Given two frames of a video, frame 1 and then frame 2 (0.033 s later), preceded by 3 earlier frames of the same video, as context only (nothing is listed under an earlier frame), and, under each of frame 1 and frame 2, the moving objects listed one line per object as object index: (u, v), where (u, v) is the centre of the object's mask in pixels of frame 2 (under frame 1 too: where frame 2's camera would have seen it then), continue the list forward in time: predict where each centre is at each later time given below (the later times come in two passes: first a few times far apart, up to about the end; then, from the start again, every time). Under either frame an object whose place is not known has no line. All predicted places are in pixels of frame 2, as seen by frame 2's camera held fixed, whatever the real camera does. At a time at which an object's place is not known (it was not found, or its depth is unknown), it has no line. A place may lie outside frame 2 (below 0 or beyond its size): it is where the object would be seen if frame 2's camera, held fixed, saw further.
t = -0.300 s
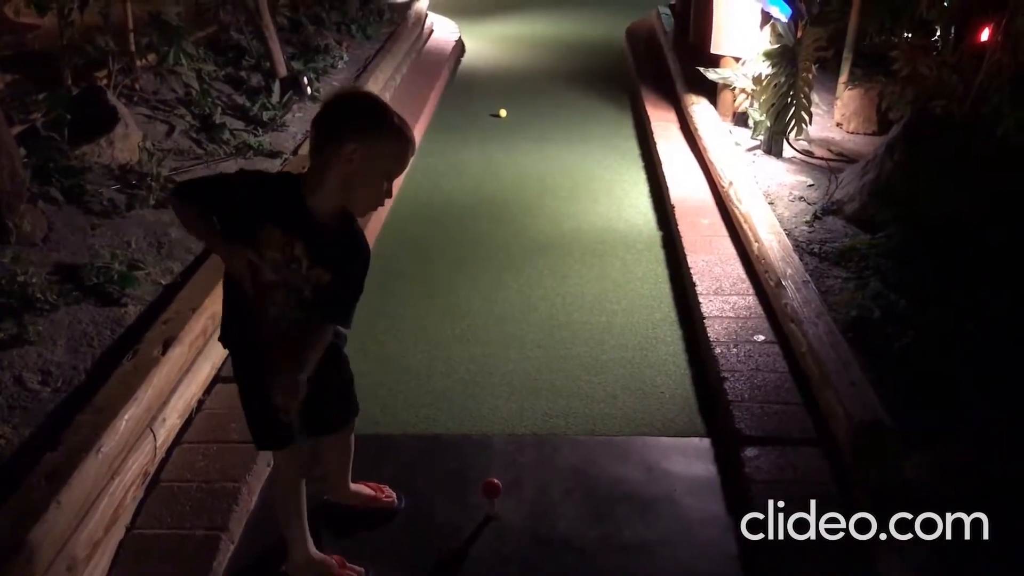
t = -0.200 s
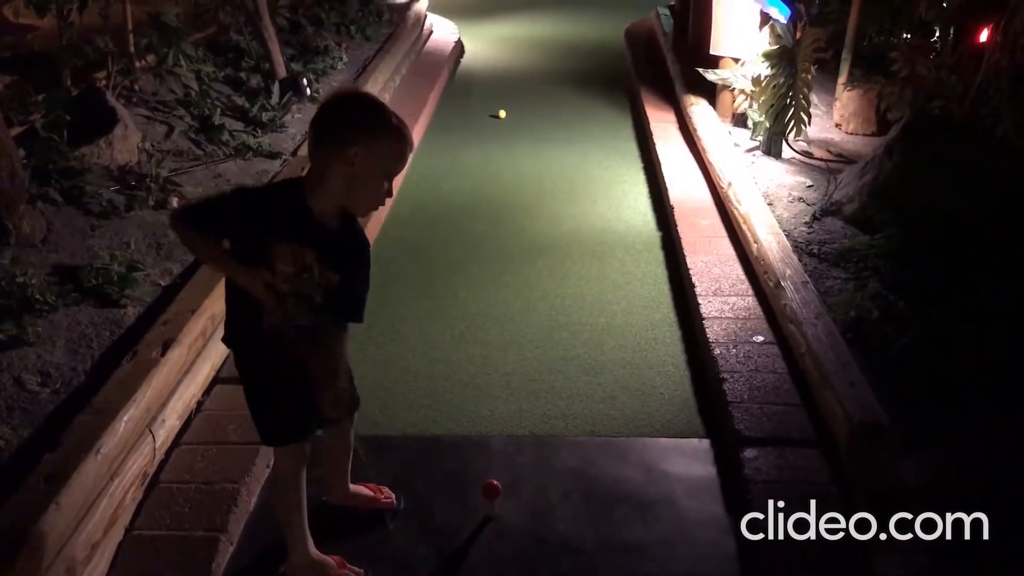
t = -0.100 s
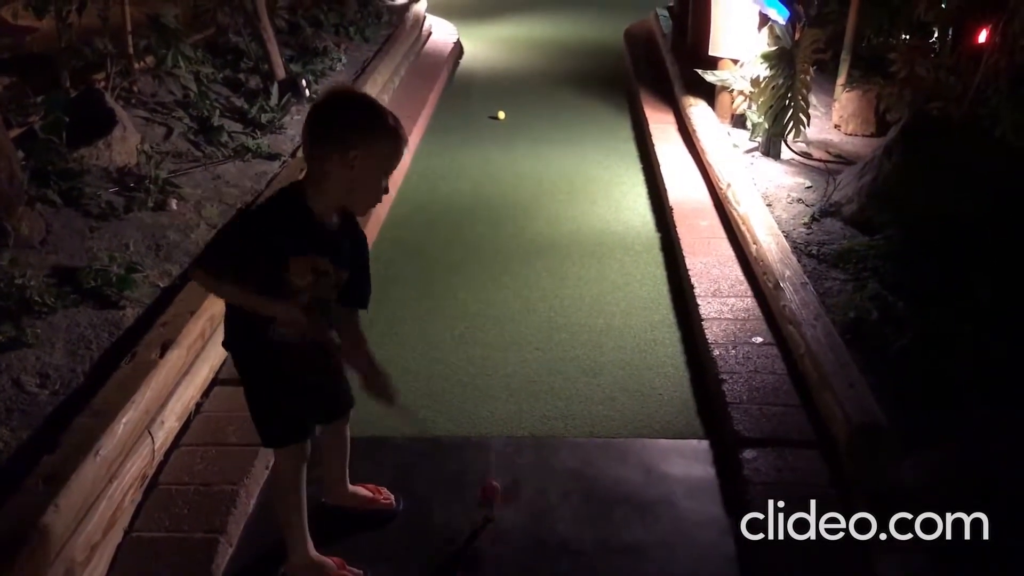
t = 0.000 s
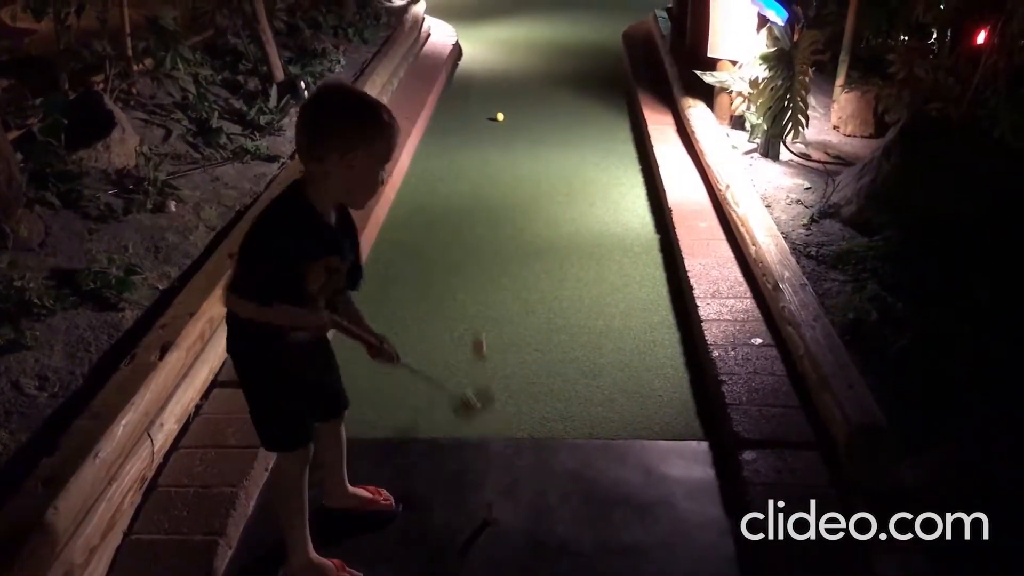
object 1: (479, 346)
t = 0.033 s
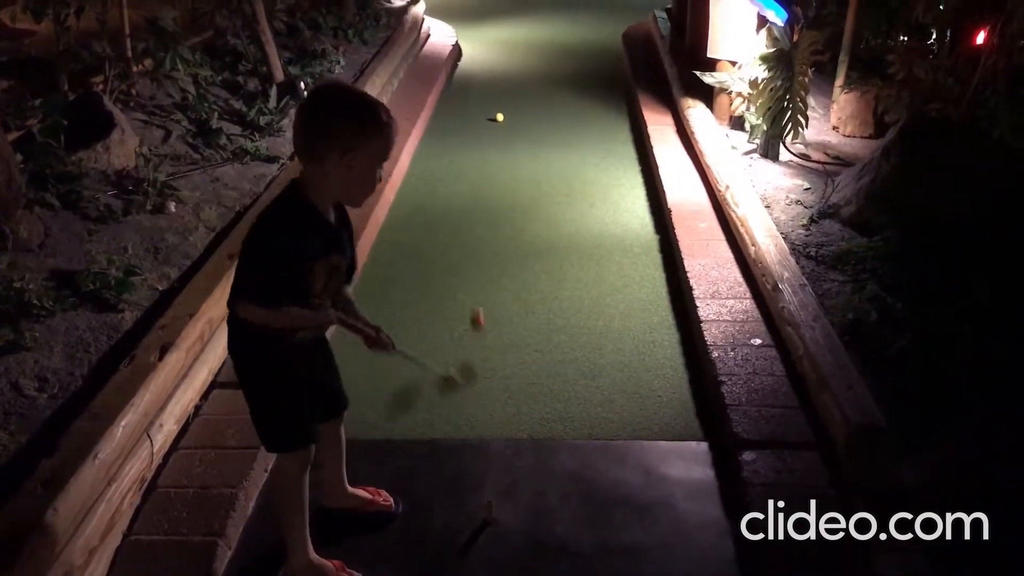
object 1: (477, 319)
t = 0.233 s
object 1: (470, 217)
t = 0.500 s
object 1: (462, 141)
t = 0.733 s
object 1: (455, 107)
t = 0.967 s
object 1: (451, 83)
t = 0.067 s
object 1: (476, 298)
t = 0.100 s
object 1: (475, 282)
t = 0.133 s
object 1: (473, 270)
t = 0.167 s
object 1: (473, 258)
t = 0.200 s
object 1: (471, 235)
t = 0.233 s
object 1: (470, 217)
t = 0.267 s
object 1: (468, 202)
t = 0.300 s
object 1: (467, 191)
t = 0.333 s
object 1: (467, 184)
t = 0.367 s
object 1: (466, 179)
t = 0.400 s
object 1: (465, 166)
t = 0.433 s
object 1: (464, 155)
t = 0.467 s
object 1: (463, 147)
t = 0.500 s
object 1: (462, 141)
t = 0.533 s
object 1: (461, 139)
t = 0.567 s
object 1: (460, 135)
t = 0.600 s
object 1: (459, 126)
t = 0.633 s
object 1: (459, 121)
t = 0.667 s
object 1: (457, 118)
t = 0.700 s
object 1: (456, 114)
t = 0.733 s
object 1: (455, 107)
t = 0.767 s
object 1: (455, 104)
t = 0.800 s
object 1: (454, 101)
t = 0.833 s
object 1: (453, 95)
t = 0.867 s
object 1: (452, 91)
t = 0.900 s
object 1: (452, 89)
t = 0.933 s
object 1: (452, 86)
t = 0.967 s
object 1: (451, 83)
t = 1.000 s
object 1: (450, 77)
